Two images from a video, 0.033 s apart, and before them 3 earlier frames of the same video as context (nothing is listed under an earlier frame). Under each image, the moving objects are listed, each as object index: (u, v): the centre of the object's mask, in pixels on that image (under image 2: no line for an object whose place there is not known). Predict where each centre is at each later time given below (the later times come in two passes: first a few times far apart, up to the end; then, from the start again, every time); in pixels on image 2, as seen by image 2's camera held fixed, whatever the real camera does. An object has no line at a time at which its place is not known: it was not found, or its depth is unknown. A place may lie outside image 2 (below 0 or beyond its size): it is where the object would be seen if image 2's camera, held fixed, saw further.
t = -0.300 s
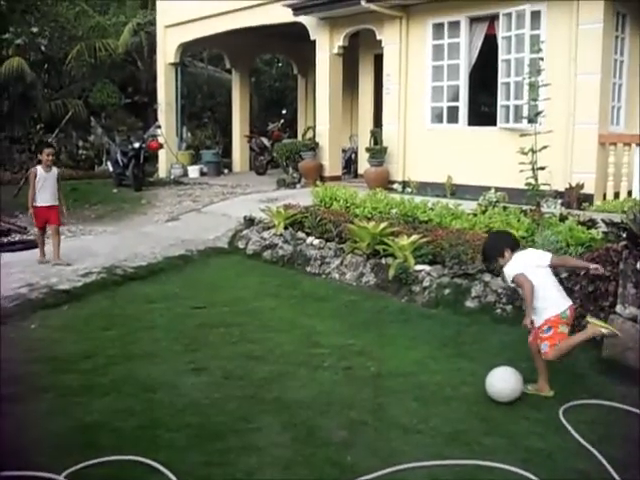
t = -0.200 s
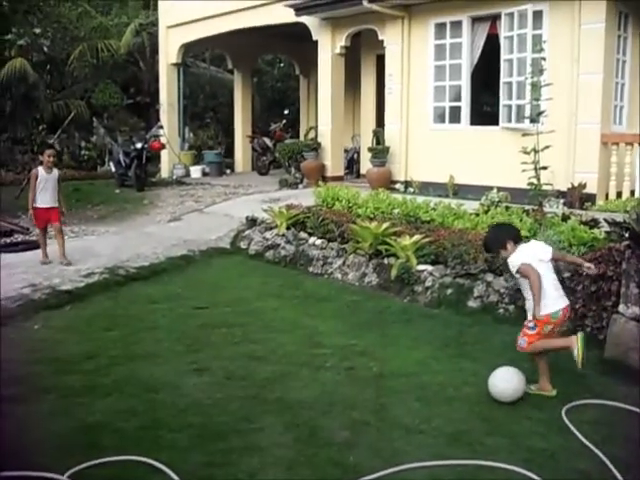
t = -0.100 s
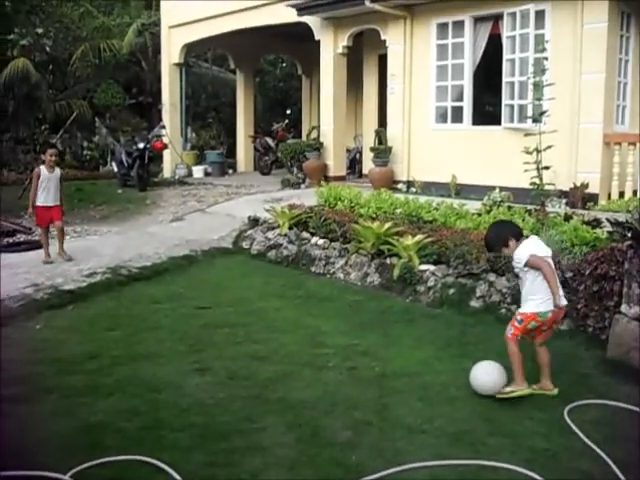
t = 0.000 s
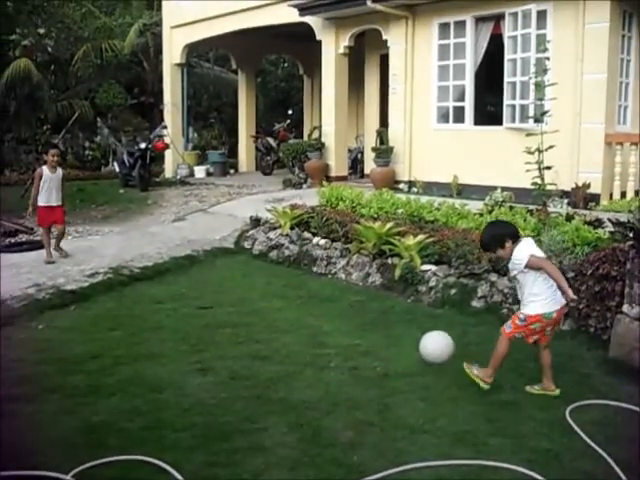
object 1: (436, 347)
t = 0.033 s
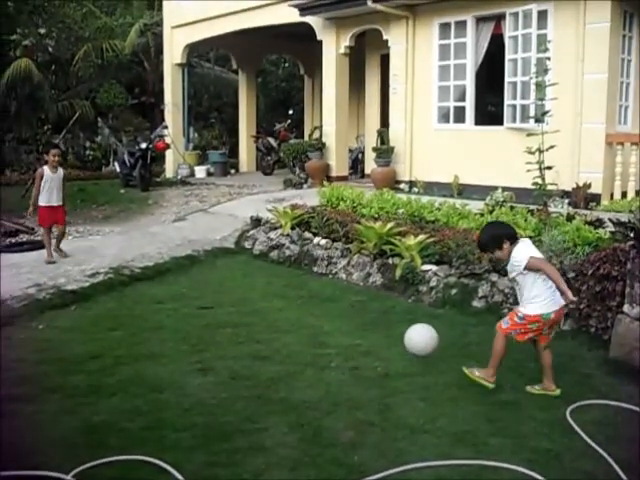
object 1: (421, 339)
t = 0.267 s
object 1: (331, 327)
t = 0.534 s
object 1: (276, 311)
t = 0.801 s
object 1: (235, 298)
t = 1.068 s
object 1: (203, 289)
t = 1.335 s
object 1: (180, 280)
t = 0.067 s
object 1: (405, 334)
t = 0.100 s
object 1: (390, 330)
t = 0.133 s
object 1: (376, 329)
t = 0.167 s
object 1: (362, 328)
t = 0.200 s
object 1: (350, 330)
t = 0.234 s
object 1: (338, 331)
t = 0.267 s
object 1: (331, 327)
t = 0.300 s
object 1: (323, 324)
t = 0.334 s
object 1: (315, 322)
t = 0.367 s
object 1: (308, 321)
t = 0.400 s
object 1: (301, 318)
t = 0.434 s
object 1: (294, 316)
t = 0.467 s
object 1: (287, 316)
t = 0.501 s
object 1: (282, 315)
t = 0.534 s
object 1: (276, 311)
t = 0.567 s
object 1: (270, 309)
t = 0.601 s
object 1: (264, 307)
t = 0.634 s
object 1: (259, 306)
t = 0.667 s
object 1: (254, 305)
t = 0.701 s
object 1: (249, 304)
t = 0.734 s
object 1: (244, 302)
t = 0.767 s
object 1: (239, 300)
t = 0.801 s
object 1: (235, 298)
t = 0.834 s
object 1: (230, 297)
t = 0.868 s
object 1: (226, 297)
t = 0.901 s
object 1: (222, 295)
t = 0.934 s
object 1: (218, 293)
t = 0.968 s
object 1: (214, 292)
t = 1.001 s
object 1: (210, 292)
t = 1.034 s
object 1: (206, 291)
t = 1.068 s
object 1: (203, 289)
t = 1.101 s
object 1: (200, 289)
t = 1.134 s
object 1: (196, 288)
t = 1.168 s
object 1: (193, 285)
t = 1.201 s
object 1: (190, 283)
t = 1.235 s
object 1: (187, 283)
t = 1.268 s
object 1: (184, 283)
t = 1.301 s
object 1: (182, 281)
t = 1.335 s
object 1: (180, 280)
